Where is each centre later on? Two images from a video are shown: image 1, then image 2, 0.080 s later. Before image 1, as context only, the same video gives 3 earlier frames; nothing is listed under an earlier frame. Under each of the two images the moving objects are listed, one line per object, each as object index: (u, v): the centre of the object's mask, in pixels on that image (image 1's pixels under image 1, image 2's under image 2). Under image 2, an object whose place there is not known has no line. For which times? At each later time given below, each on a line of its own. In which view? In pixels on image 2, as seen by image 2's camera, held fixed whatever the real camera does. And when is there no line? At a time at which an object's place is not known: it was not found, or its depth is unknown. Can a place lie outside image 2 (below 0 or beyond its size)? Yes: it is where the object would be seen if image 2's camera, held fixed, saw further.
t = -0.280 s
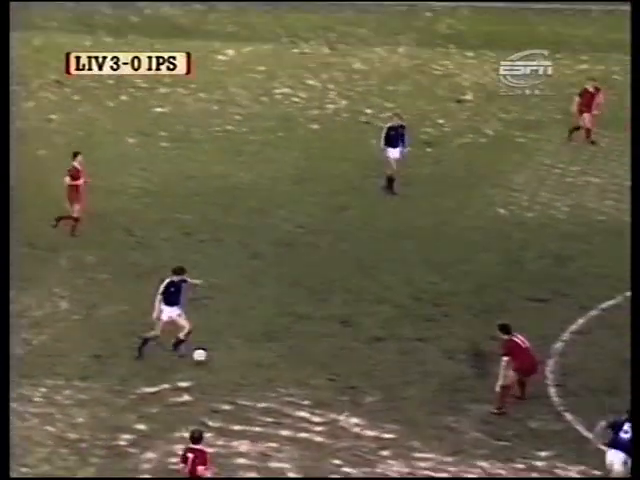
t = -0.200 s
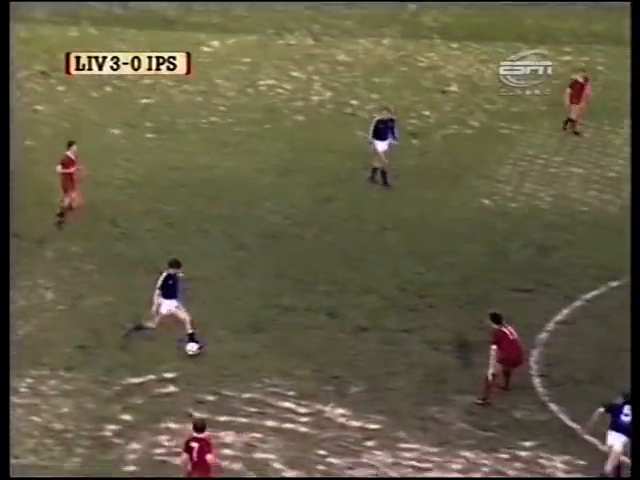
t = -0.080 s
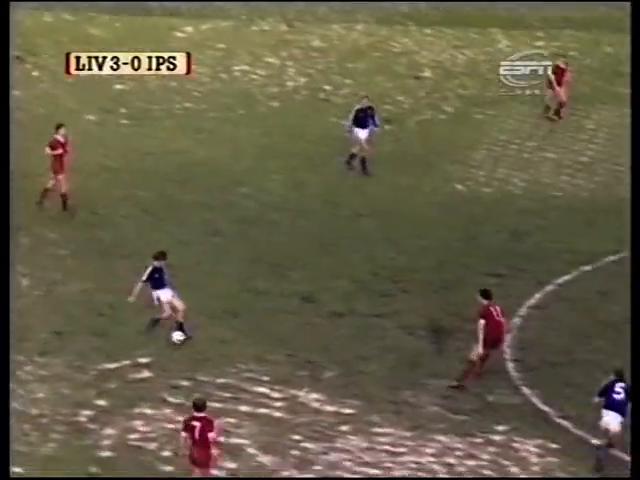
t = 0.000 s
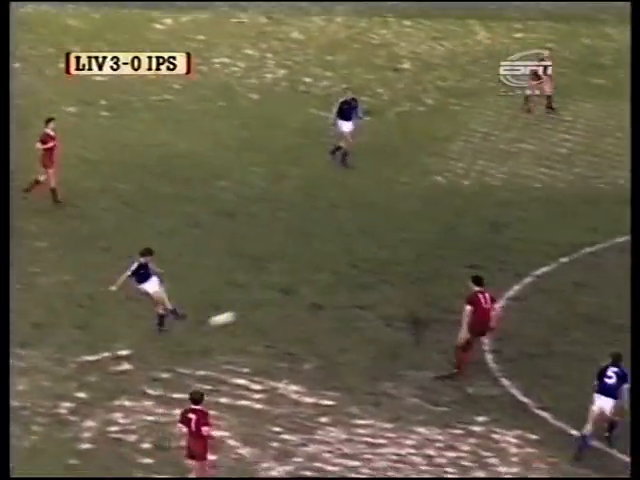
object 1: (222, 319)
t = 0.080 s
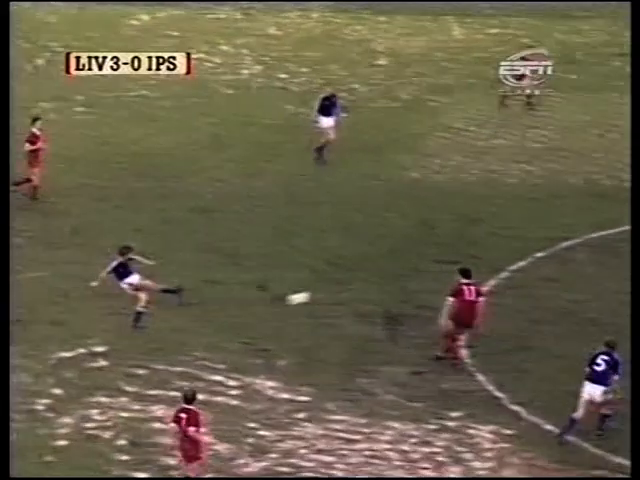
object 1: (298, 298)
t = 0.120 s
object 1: (347, 291)
